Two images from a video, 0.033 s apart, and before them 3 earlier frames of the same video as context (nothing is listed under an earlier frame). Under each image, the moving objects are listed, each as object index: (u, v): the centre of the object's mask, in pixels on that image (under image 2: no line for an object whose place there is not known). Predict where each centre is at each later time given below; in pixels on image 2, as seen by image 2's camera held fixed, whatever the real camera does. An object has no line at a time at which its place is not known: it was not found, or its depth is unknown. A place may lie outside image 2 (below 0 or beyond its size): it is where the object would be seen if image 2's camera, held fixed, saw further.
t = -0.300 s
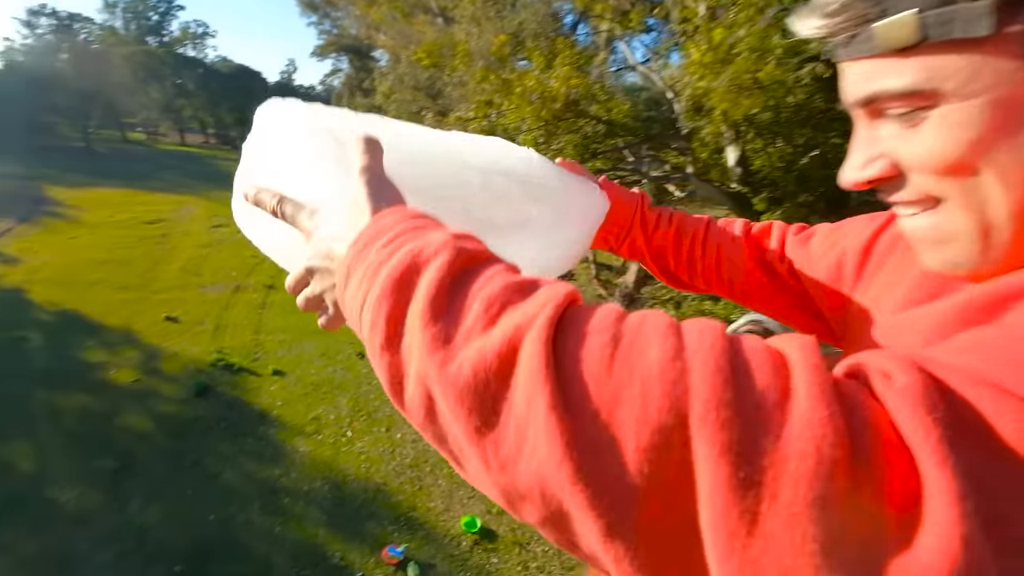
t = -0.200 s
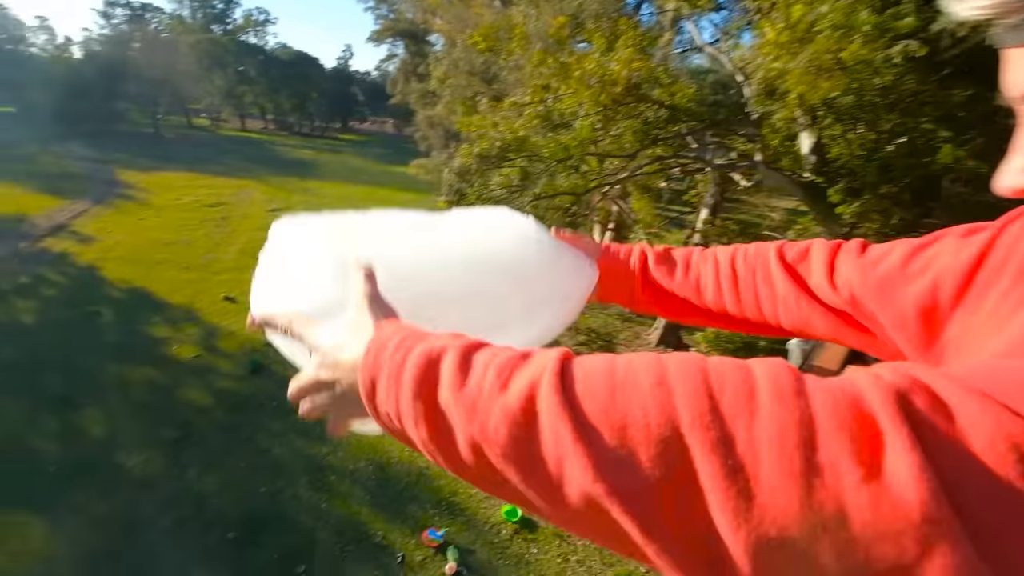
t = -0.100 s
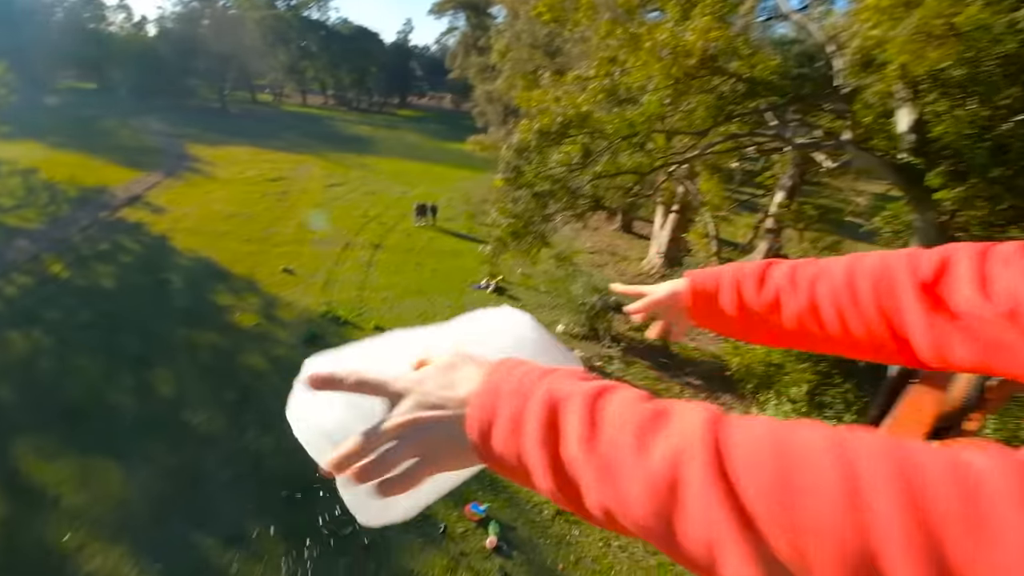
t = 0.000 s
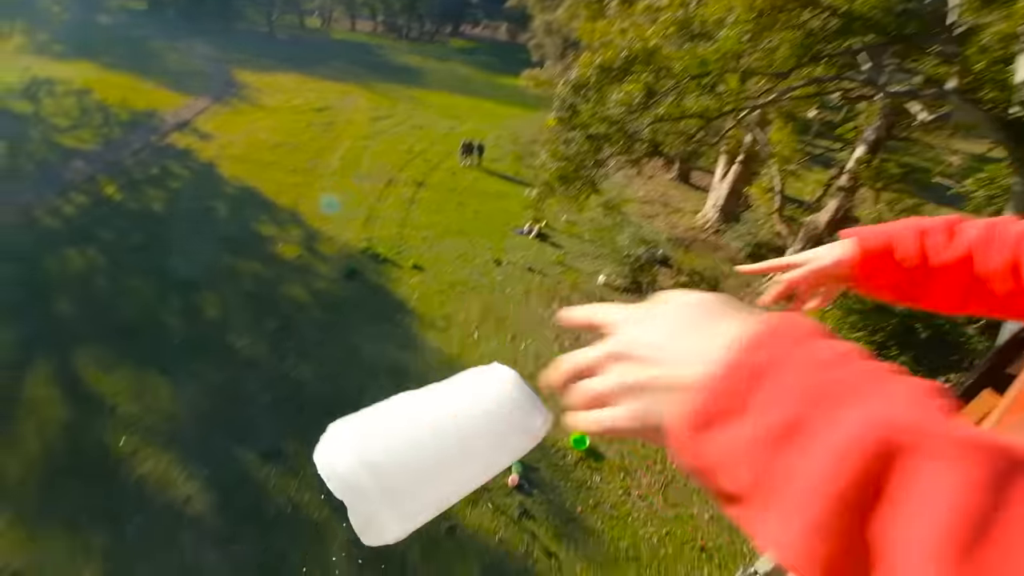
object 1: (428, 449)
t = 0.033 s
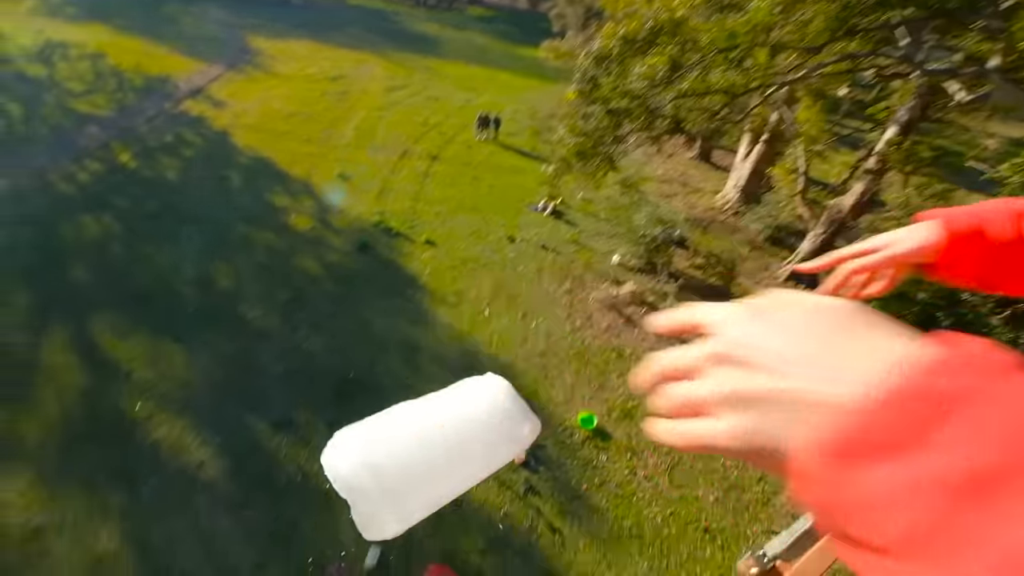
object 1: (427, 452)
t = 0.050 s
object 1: (422, 463)
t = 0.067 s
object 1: (418, 475)
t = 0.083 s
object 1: (415, 483)
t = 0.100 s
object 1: (413, 494)
